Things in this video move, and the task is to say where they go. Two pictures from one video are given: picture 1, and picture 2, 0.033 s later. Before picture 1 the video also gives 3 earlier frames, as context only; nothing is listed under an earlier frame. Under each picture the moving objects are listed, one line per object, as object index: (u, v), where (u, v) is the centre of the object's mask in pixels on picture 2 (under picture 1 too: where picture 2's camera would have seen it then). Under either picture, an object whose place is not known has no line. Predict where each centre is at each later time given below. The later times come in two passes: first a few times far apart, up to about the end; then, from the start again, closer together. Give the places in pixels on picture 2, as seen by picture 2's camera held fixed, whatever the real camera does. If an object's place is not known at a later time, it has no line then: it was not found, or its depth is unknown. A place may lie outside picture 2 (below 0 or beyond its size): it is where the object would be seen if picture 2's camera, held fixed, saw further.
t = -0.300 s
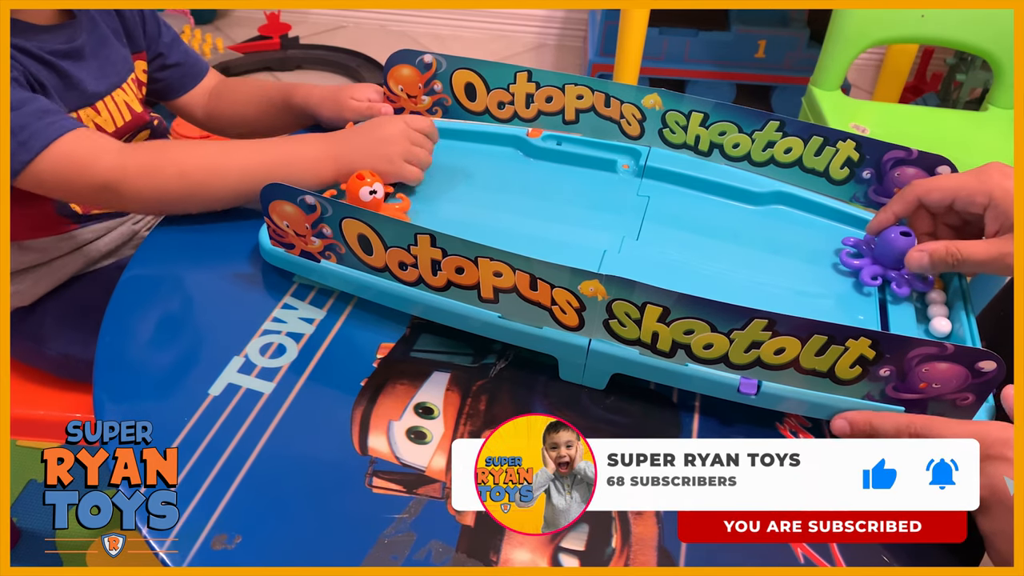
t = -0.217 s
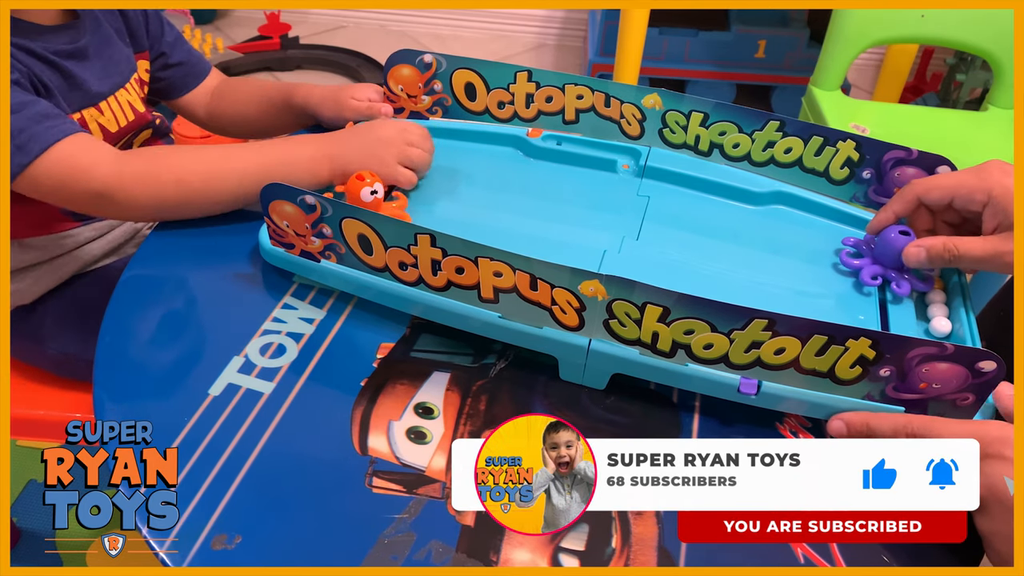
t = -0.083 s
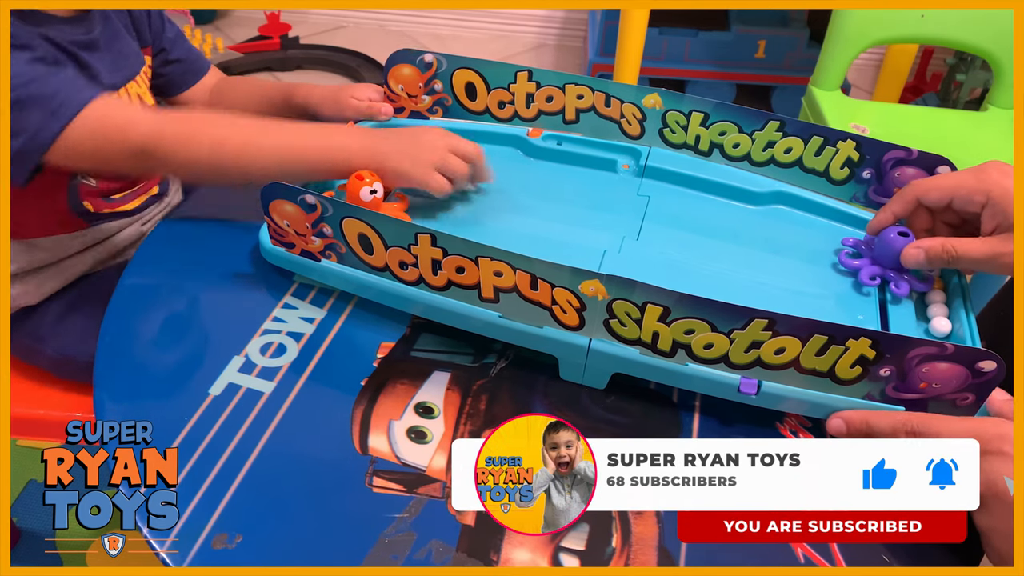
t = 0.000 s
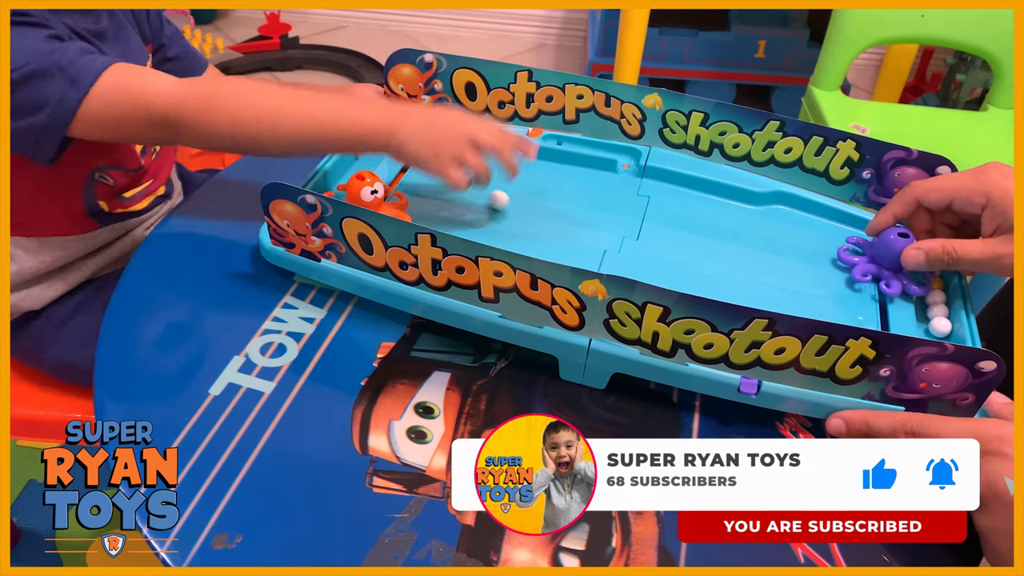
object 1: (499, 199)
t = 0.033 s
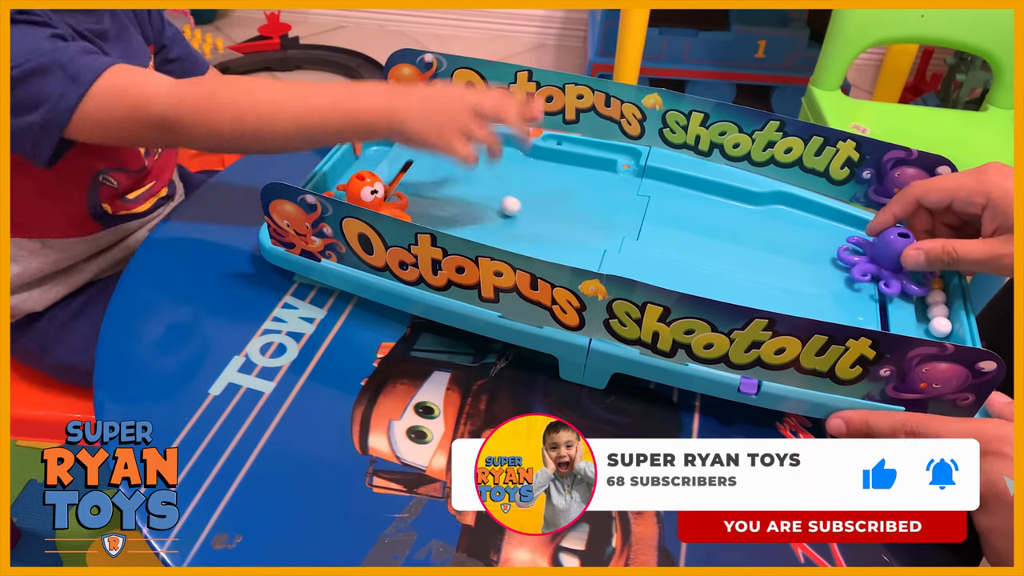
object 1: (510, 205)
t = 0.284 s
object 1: (600, 250)
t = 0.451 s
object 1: (665, 280)
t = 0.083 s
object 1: (528, 214)
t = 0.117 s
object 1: (540, 220)
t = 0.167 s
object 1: (558, 229)
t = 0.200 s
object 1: (570, 234)
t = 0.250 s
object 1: (588, 244)
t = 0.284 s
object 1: (600, 250)
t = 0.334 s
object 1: (617, 259)
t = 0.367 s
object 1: (629, 265)
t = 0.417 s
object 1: (650, 274)
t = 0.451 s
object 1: (665, 280)
